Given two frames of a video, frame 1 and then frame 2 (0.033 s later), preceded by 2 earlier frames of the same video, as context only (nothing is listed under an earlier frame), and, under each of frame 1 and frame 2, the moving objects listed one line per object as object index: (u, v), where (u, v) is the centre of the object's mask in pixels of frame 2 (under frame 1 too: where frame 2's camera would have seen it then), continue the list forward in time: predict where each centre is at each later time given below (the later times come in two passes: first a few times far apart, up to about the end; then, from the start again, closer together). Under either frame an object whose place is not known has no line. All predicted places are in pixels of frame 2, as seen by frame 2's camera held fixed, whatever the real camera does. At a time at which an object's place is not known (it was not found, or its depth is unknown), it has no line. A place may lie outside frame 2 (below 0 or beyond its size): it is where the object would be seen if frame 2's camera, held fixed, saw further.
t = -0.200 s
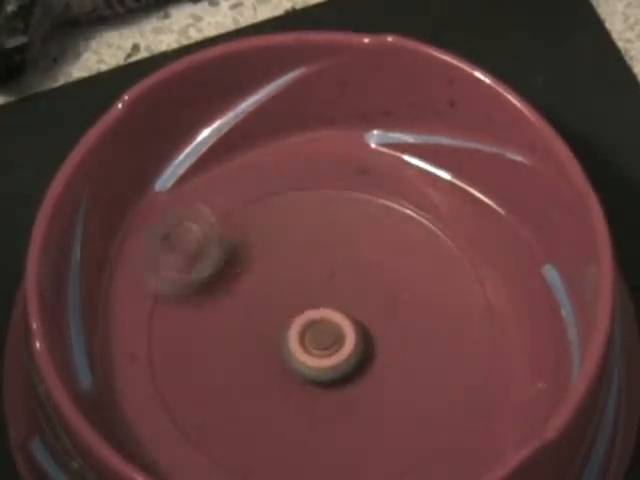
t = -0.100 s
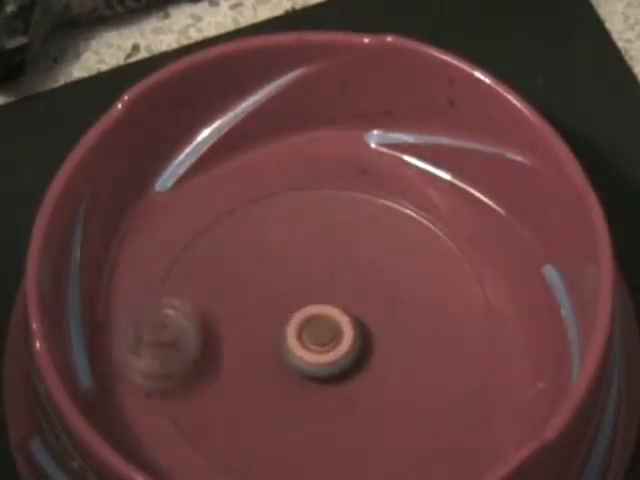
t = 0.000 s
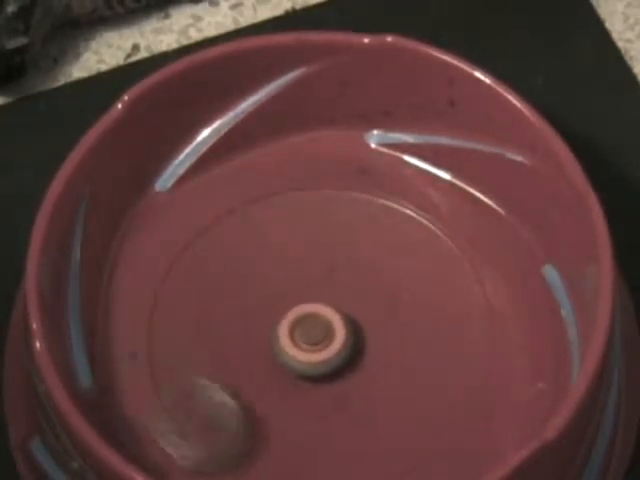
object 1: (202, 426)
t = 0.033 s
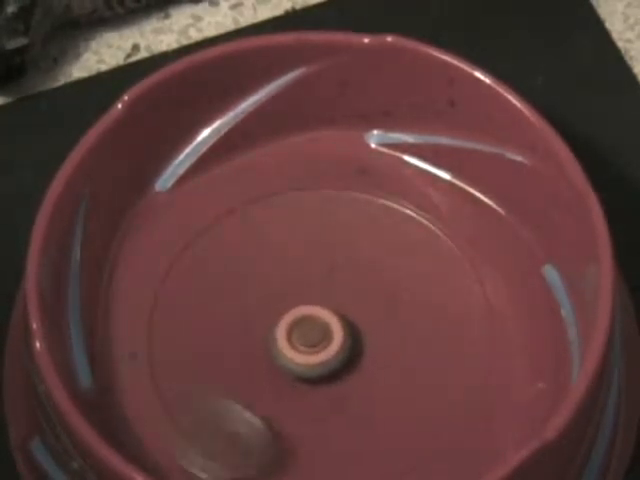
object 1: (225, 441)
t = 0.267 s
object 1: (453, 423)
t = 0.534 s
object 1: (391, 196)
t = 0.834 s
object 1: (162, 325)
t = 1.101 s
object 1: (335, 459)
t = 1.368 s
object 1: (489, 302)
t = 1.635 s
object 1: (289, 190)
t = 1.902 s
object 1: (168, 362)
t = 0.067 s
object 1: (255, 453)
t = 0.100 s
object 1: (296, 458)
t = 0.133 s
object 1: (328, 459)
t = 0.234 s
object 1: (428, 442)
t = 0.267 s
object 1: (453, 423)
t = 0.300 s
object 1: (476, 396)
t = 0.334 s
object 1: (489, 362)
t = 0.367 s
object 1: (492, 328)
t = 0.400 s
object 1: (486, 293)
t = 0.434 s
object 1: (473, 262)
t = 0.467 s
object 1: (450, 232)
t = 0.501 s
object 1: (426, 213)
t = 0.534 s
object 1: (391, 196)
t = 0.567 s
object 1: (361, 188)
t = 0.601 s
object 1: (325, 183)
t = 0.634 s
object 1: (290, 188)
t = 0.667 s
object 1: (253, 198)
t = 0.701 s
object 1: (225, 215)
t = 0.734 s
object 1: (202, 238)
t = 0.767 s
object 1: (177, 264)
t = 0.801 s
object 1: (164, 292)
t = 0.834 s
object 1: (162, 325)
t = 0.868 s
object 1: (161, 354)
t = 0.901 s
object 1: (172, 384)
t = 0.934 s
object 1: (185, 408)
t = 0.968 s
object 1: (211, 433)
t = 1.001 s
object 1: (237, 446)
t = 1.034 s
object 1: (262, 452)
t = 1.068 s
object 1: (304, 458)
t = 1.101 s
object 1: (335, 459)
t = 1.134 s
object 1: (366, 457)
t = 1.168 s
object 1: (404, 452)
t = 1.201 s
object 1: (424, 445)
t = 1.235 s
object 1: (455, 428)
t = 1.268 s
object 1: (476, 397)
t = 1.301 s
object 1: (490, 366)
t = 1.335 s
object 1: (492, 332)
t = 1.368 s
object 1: (489, 302)
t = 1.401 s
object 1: (478, 272)
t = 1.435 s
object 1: (460, 244)
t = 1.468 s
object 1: (438, 223)
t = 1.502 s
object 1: (414, 209)
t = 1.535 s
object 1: (384, 195)
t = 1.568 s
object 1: (349, 185)
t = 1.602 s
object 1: (322, 185)
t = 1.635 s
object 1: (289, 190)
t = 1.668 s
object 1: (258, 200)
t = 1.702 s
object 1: (236, 215)
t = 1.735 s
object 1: (209, 233)
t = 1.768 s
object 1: (188, 253)
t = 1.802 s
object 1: (173, 277)
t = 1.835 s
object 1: (165, 304)
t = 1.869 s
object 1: (161, 333)
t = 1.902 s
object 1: (168, 362)
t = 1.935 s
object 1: (172, 384)
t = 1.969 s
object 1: (187, 410)
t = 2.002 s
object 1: (208, 432)
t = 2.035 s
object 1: (230, 443)
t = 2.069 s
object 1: (253, 451)
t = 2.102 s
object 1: (292, 456)
